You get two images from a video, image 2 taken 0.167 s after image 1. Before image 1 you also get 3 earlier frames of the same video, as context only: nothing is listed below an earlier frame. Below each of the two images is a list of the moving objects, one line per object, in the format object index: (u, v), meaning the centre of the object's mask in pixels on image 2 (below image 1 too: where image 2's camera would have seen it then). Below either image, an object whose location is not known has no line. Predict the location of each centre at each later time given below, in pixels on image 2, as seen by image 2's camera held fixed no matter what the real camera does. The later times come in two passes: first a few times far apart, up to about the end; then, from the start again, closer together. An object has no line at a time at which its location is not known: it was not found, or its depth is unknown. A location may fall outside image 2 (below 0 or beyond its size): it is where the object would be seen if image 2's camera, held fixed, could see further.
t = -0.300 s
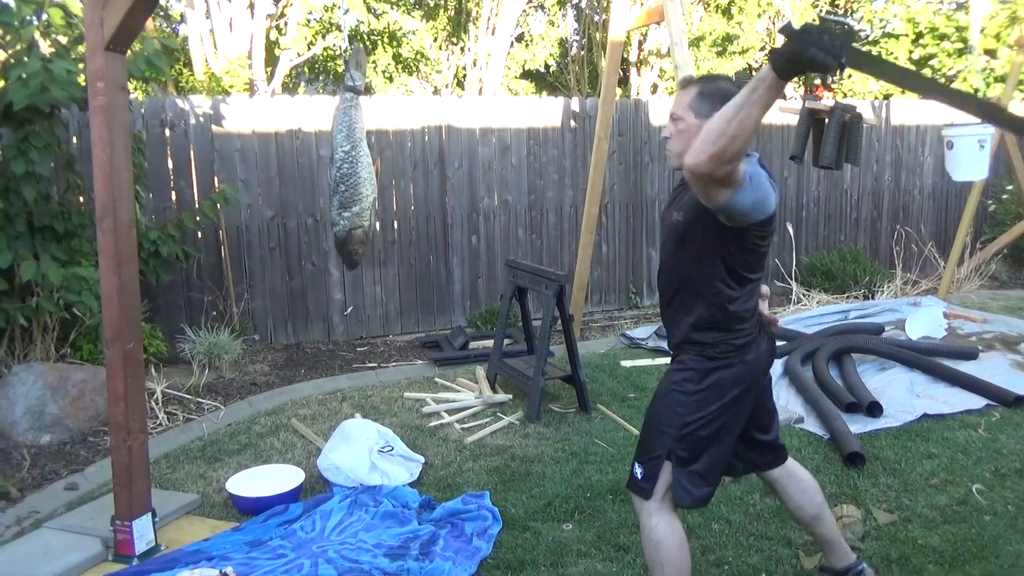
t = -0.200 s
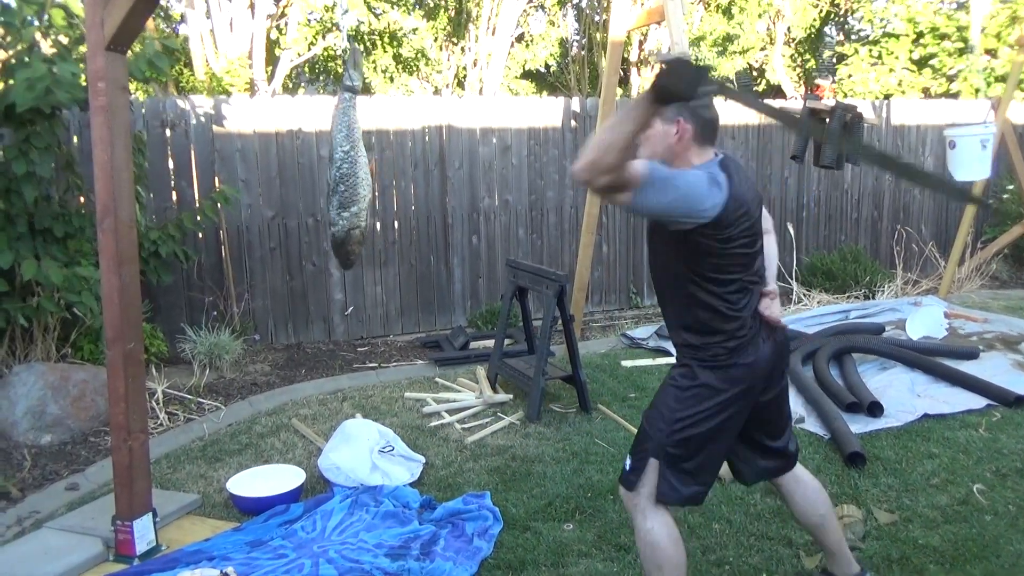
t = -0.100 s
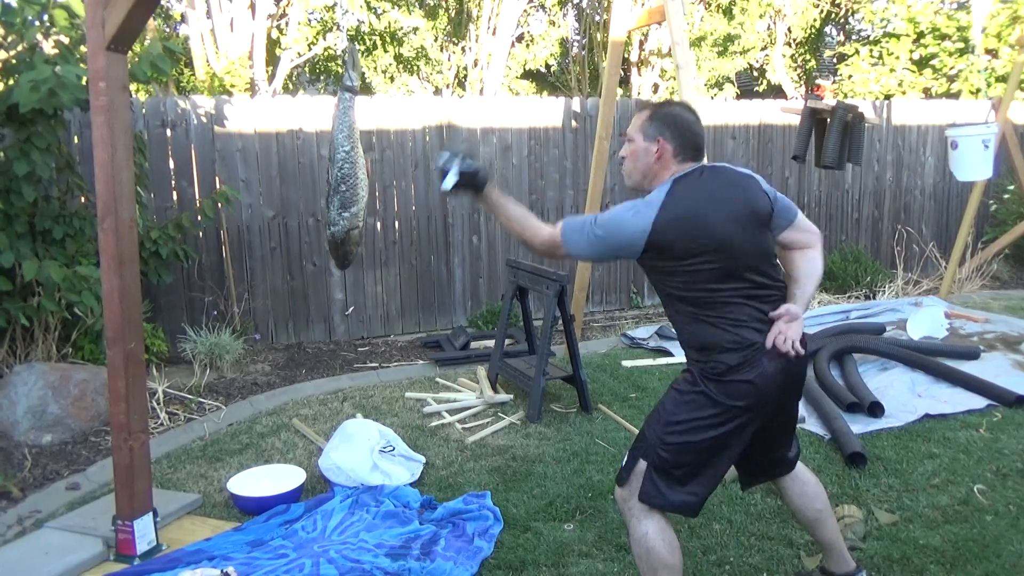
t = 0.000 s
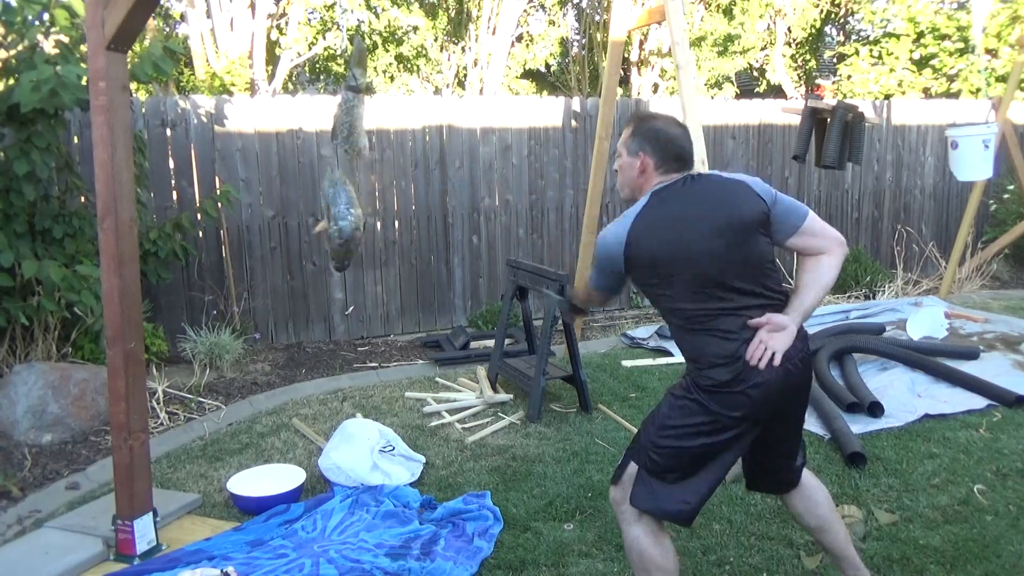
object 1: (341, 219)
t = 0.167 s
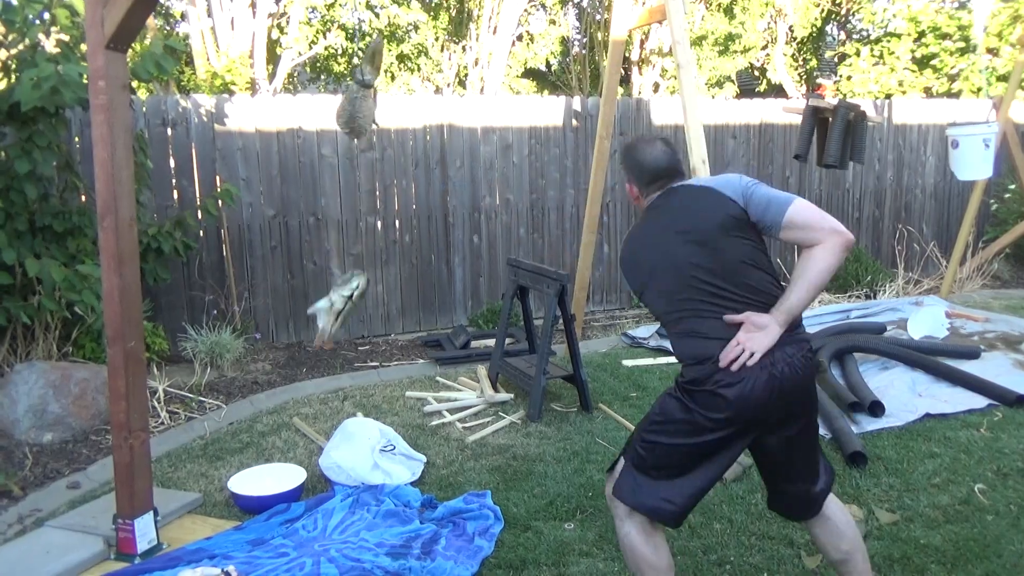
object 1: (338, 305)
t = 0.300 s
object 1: (345, 416)
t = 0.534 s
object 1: (329, 512)
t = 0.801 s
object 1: (305, 517)
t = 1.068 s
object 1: (285, 519)
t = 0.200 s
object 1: (338, 331)
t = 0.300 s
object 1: (345, 416)
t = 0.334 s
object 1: (345, 454)
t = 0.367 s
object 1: (347, 494)
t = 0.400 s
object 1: (350, 527)
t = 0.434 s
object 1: (347, 531)
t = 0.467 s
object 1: (339, 521)
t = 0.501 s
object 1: (331, 515)
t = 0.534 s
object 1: (329, 512)
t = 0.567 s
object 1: (327, 507)
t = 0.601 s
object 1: (322, 507)
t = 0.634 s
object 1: (319, 507)
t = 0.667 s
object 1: (318, 505)
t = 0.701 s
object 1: (315, 509)
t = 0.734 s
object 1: (312, 511)
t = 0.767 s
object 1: (309, 513)
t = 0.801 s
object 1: (305, 517)
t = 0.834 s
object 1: (301, 519)
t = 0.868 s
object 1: (298, 518)
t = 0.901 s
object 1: (295, 517)
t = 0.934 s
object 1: (292, 517)
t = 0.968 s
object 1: (290, 518)
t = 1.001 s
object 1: (288, 519)
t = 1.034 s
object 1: (287, 519)
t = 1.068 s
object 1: (285, 519)
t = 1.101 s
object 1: (284, 520)
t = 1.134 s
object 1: (284, 519)
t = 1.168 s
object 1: (284, 520)
